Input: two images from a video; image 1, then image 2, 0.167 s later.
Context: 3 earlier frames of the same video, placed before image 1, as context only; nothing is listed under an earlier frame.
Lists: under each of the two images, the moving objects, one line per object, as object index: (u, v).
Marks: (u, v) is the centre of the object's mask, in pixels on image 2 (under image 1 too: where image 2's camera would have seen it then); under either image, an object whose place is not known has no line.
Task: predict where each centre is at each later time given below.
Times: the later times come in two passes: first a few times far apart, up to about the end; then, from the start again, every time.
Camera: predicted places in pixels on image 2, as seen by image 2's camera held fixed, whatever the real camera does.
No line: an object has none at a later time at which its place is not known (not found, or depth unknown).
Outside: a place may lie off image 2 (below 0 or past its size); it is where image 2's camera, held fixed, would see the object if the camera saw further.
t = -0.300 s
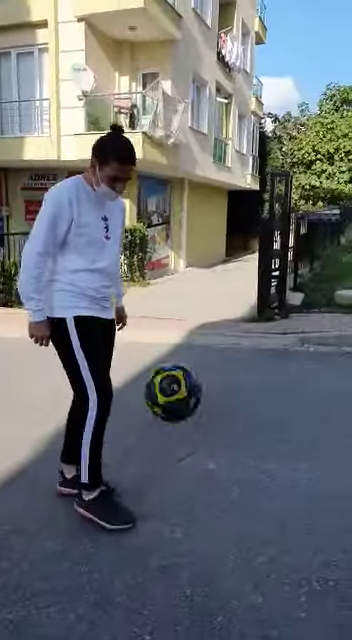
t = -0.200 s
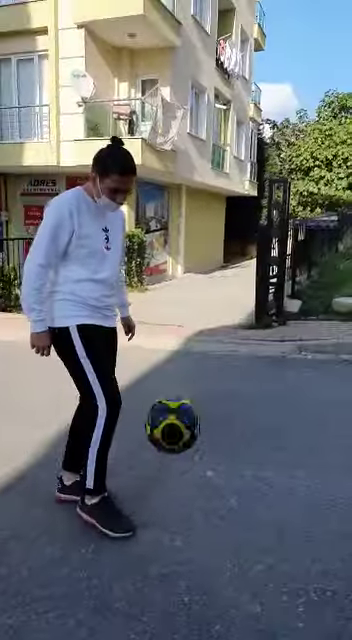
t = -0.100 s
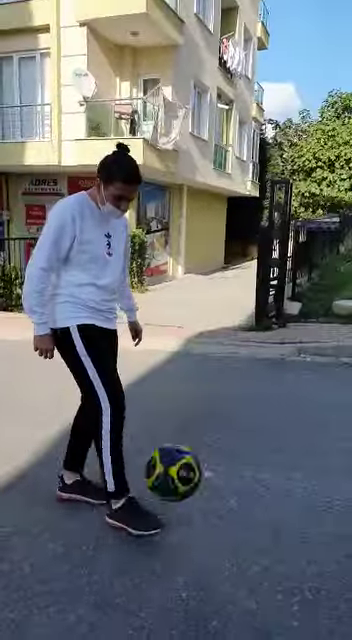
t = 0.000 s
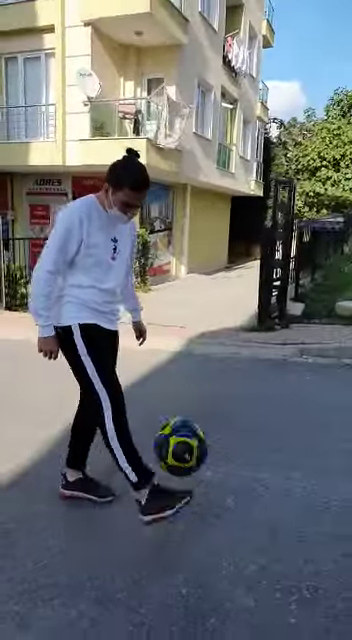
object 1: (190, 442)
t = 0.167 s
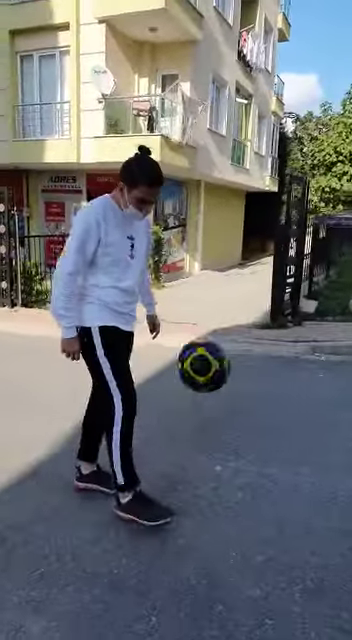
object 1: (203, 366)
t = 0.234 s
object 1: (208, 354)
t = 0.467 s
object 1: (219, 388)
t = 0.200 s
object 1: (205, 358)
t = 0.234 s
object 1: (208, 354)
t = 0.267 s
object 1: (210, 352)
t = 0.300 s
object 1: (211, 352)
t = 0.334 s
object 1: (213, 355)
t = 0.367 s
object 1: (215, 359)
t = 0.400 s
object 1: (216, 367)
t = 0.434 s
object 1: (217, 376)
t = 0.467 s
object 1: (219, 388)
